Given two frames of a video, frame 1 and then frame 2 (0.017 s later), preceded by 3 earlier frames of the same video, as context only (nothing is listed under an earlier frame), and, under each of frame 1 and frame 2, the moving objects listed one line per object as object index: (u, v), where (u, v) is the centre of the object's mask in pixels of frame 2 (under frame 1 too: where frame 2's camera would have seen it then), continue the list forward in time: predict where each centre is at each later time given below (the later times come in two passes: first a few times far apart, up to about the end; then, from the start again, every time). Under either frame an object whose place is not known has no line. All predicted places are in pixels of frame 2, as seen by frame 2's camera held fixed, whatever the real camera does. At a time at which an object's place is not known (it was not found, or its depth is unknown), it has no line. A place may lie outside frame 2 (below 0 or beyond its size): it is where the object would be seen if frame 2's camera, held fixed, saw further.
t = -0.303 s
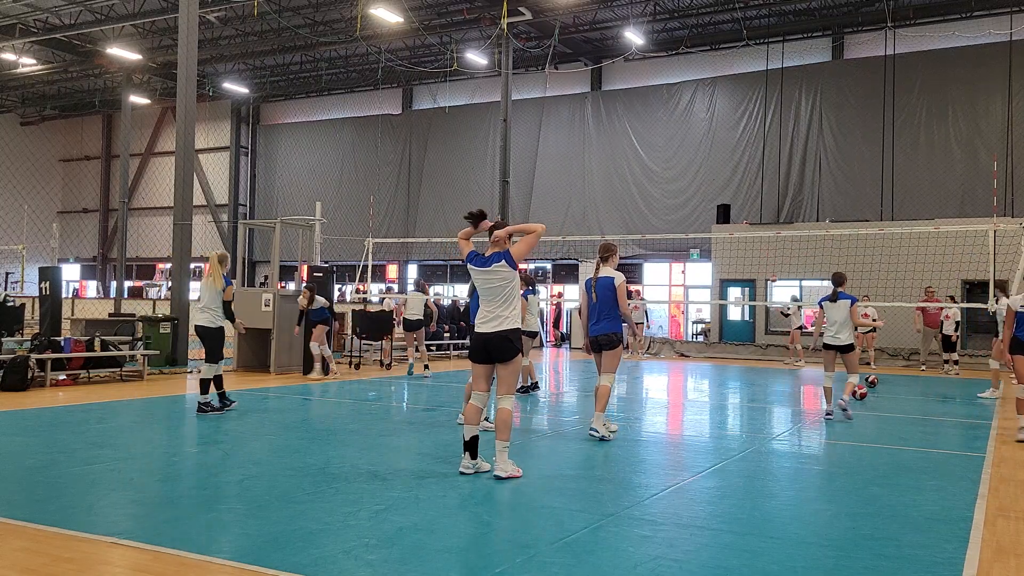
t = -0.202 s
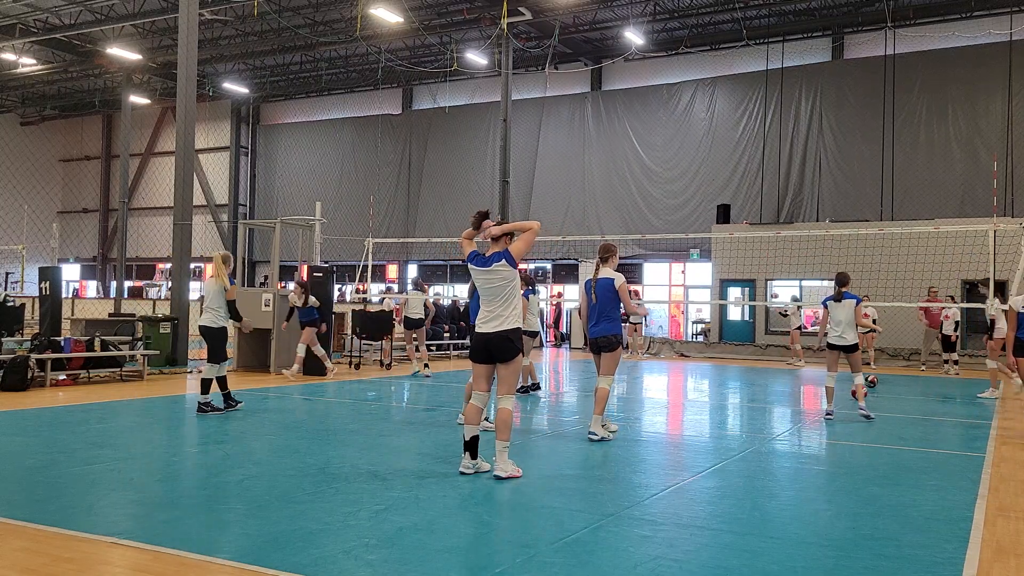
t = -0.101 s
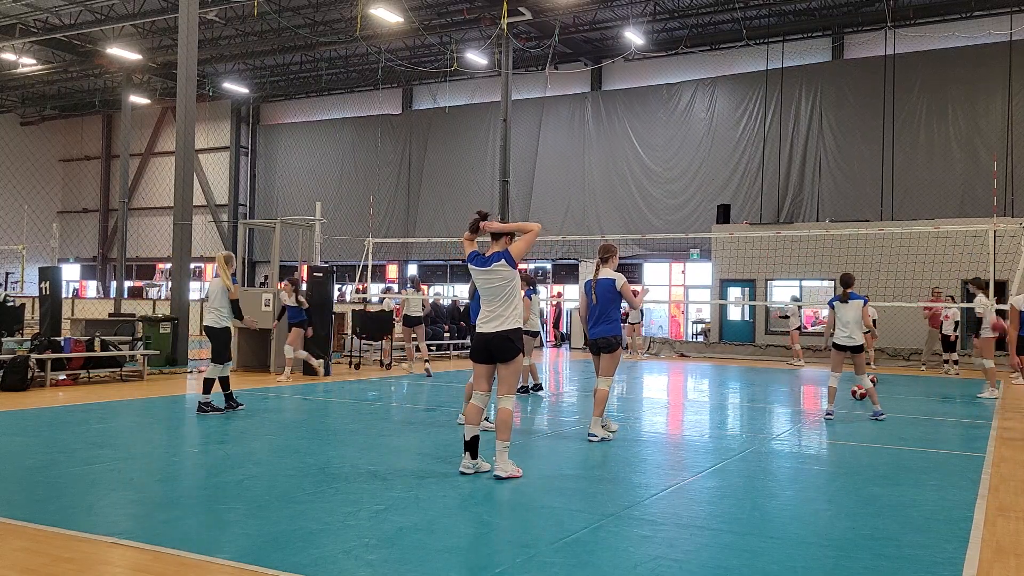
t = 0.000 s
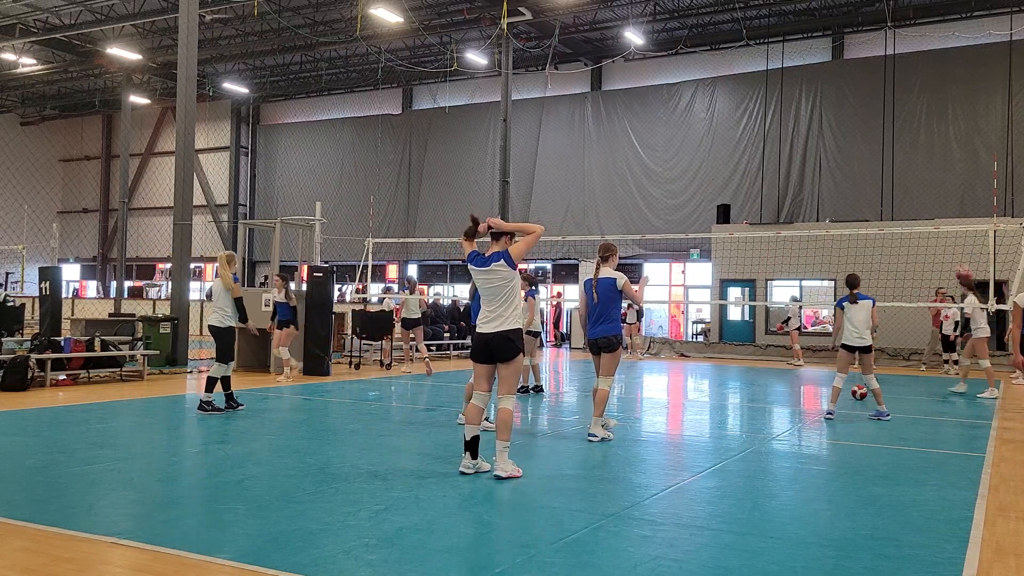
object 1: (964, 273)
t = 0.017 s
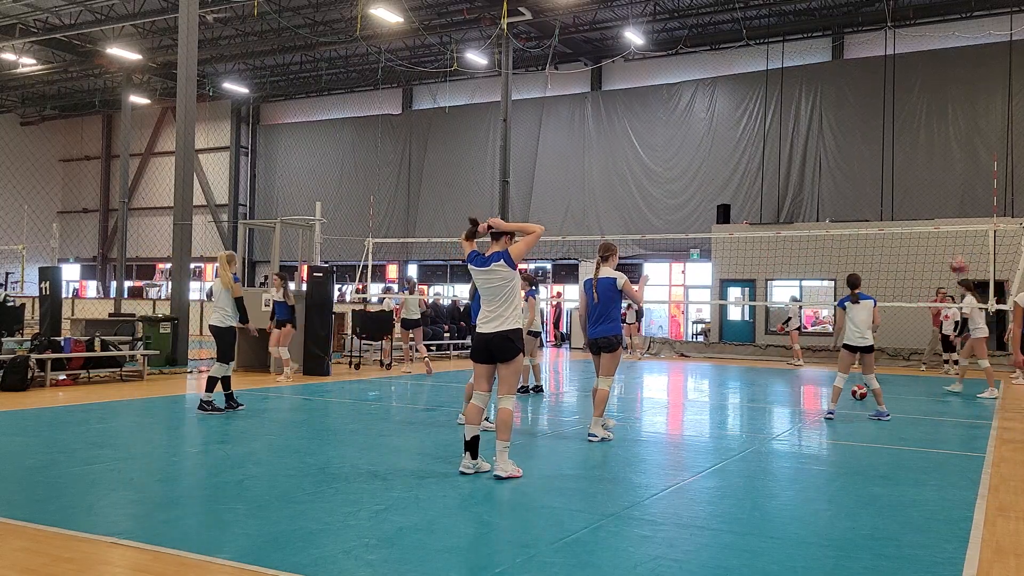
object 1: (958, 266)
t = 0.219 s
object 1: (890, 182)
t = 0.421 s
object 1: (819, 129)
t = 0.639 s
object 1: (738, 107)
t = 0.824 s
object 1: (667, 121)
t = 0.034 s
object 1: (953, 256)
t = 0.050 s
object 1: (947, 247)
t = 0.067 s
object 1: (943, 242)
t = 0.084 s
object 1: (937, 236)
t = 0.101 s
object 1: (932, 225)
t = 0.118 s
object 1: (924, 219)
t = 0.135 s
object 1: (919, 213)
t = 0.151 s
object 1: (913, 206)
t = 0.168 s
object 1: (907, 200)
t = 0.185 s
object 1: (902, 194)
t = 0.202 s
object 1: (896, 188)
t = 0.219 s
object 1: (890, 182)
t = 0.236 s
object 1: (883, 177)
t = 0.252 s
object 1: (877, 171)
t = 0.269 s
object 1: (871, 166)
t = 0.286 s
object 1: (865, 162)
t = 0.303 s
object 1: (860, 157)
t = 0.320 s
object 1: (854, 152)
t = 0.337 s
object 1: (849, 148)
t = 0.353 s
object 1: (843, 144)
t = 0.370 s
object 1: (838, 140)
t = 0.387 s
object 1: (831, 136)
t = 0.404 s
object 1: (826, 133)
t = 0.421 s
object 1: (819, 129)
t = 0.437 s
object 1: (813, 126)
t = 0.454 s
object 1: (806, 123)
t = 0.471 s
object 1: (801, 120)
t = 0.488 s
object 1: (795, 118)
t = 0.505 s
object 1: (788, 116)
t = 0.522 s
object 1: (782, 114)
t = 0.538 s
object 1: (776, 112)
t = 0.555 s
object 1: (769, 111)
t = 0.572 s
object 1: (764, 110)
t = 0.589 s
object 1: (757, 108)
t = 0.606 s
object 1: (751, 108)
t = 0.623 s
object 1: (745, 107)
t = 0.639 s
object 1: (738, 107)
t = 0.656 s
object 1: (732, 107)
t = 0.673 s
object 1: (725, 107)
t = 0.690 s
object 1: (718, 108)
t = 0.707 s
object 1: (712, 109)
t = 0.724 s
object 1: (706, 110)
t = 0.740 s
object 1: (699, 111)
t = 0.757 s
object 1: (692, 113)
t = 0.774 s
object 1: (685, 115)
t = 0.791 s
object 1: (679, 116)
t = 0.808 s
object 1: (673, 119)
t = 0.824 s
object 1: (667, 121)
